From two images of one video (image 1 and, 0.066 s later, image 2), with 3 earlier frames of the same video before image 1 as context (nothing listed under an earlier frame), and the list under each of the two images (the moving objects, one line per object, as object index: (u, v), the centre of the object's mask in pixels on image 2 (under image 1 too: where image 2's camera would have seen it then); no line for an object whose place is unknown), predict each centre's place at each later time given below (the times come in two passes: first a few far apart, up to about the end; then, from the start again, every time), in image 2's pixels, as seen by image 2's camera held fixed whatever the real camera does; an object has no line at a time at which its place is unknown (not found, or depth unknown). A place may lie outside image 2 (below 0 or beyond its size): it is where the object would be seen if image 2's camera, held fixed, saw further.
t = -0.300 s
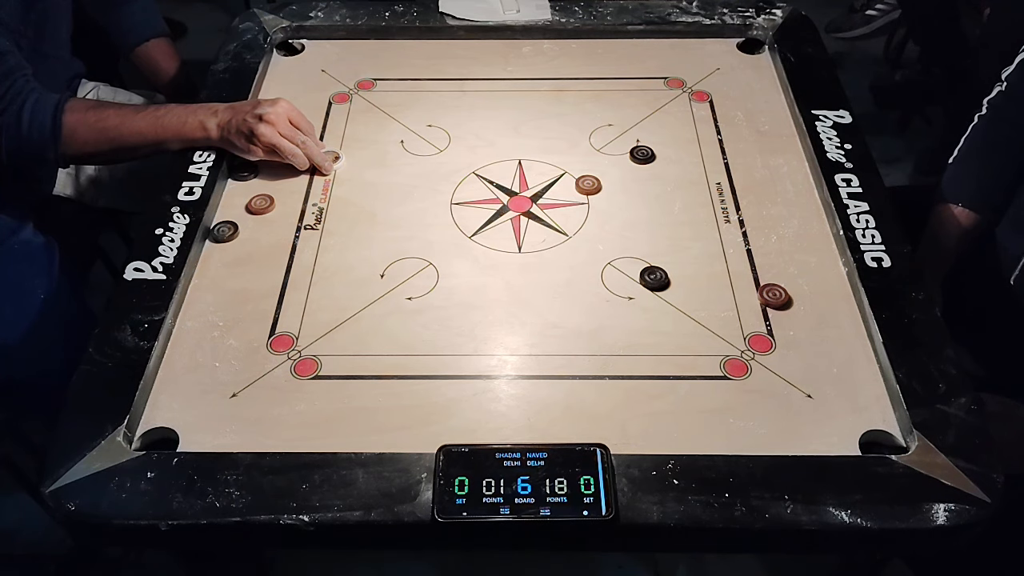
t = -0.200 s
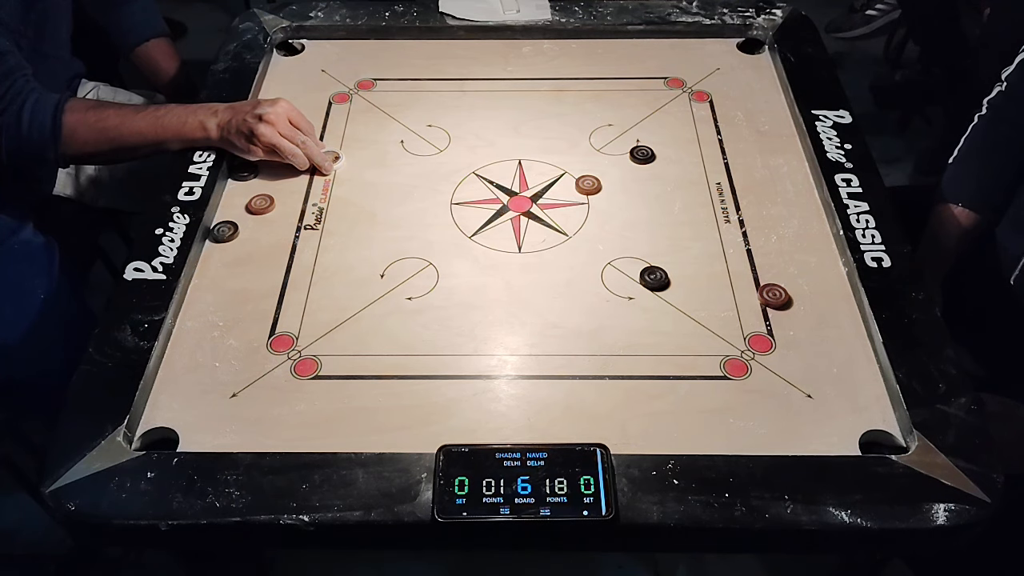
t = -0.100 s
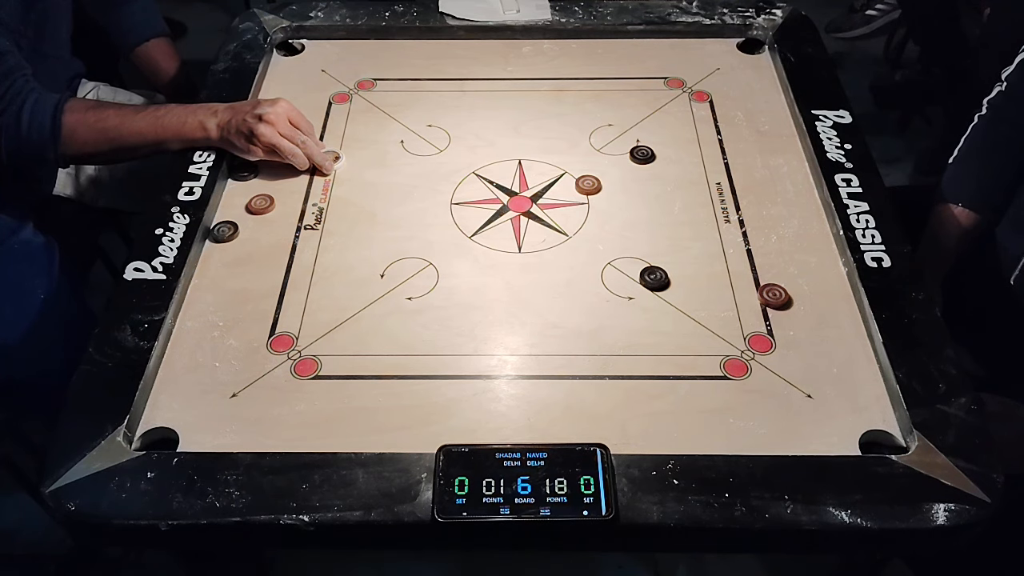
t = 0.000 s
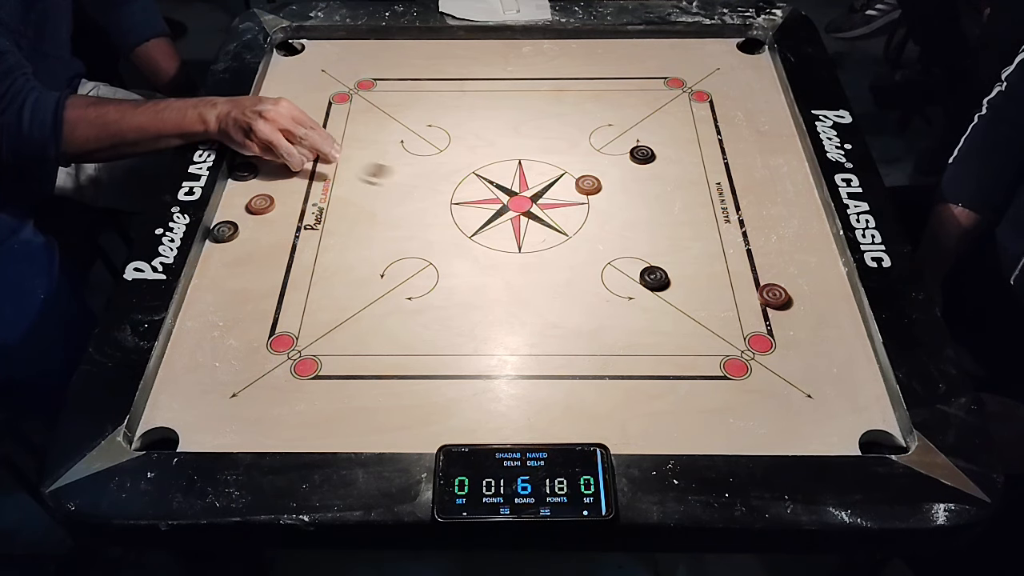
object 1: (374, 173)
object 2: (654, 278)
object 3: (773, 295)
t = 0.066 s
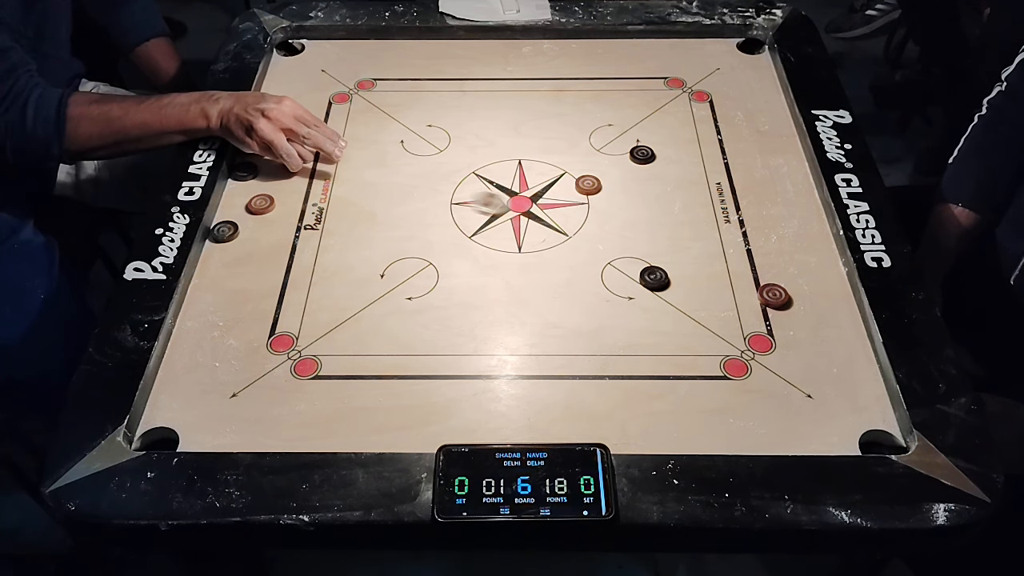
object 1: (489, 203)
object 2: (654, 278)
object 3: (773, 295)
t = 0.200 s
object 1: (725, 263)
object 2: (654, 278)
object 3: (773, 295)
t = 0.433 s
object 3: (878, 436)
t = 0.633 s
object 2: (276, 271)
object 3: (844, 396)
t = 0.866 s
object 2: (338, 266)
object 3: (838, 392)
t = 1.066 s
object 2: (438, 264)
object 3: (838, 392)
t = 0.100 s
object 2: (654, 278)
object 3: (773, 295)
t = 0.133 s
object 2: (654, 278)
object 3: (773, 295)
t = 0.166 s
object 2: (654, 278)
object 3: (773, 295)
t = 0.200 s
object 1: (725, 263)
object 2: (654, 278)
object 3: (773, 295)
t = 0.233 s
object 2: (654, 278)
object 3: (783, 309)
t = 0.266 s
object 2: (654, 278)
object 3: (801, 338)
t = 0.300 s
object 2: (654, 278)
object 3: (820, 368)
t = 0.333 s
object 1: (732, 280)
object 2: (654, 278)
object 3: (838, 397)
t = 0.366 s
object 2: (654, 278)
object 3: (856, 425)
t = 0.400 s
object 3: (873, 444)
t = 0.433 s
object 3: (878, 436)
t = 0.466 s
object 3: (882, 421)
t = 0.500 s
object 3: (871, 415)
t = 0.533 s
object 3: (863, 409)
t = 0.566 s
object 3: (855, 404)
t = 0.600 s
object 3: (849, 400)
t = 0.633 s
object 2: (276, 271)
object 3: (844, 396)
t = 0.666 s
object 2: (236, 270)
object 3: (841, 394)
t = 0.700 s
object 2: (213, 269)
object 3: (839, 393)
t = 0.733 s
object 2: (242, 268)
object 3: (838, 392)
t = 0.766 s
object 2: (268, 268)
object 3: (838, 392)
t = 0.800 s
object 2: (293, 267)
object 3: (838, 392)
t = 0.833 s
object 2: (316, 267)
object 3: (838, 392)
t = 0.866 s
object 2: (338, 266)
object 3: (838, 392)
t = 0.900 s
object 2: (358, 266)
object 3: (838, 392)
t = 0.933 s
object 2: (376, 265)
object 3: (838, 392)
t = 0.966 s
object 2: (393, 265)
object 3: (838, 392)
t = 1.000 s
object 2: (410, 264)
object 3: (838, 392)
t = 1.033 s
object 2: (424, 264)
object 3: (838, 392)
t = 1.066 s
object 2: (438, 264)
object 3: (838, 392)
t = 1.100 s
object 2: (450, 263)
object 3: (838, 392)
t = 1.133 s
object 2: (461, 263)
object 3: (838, 392)
